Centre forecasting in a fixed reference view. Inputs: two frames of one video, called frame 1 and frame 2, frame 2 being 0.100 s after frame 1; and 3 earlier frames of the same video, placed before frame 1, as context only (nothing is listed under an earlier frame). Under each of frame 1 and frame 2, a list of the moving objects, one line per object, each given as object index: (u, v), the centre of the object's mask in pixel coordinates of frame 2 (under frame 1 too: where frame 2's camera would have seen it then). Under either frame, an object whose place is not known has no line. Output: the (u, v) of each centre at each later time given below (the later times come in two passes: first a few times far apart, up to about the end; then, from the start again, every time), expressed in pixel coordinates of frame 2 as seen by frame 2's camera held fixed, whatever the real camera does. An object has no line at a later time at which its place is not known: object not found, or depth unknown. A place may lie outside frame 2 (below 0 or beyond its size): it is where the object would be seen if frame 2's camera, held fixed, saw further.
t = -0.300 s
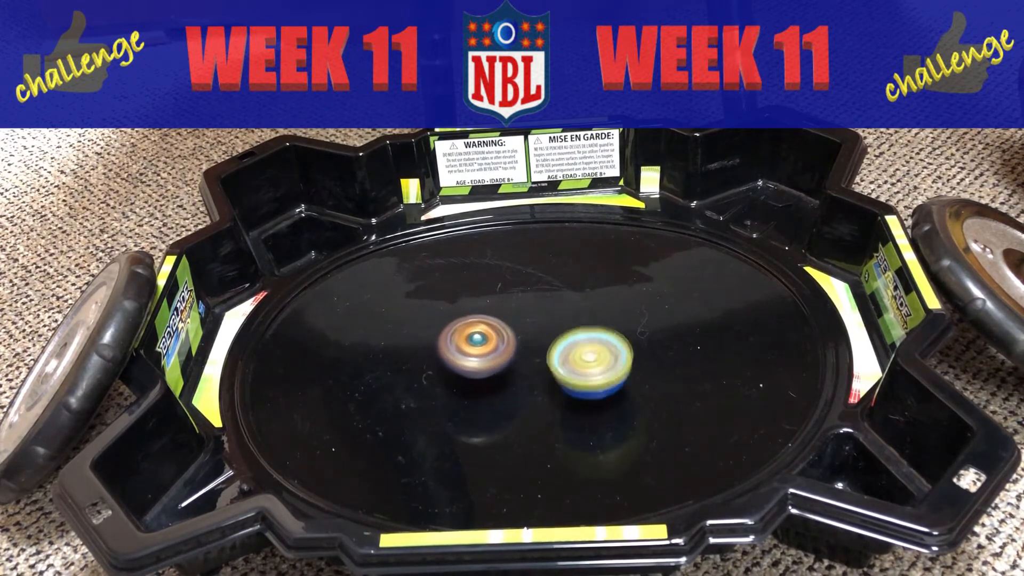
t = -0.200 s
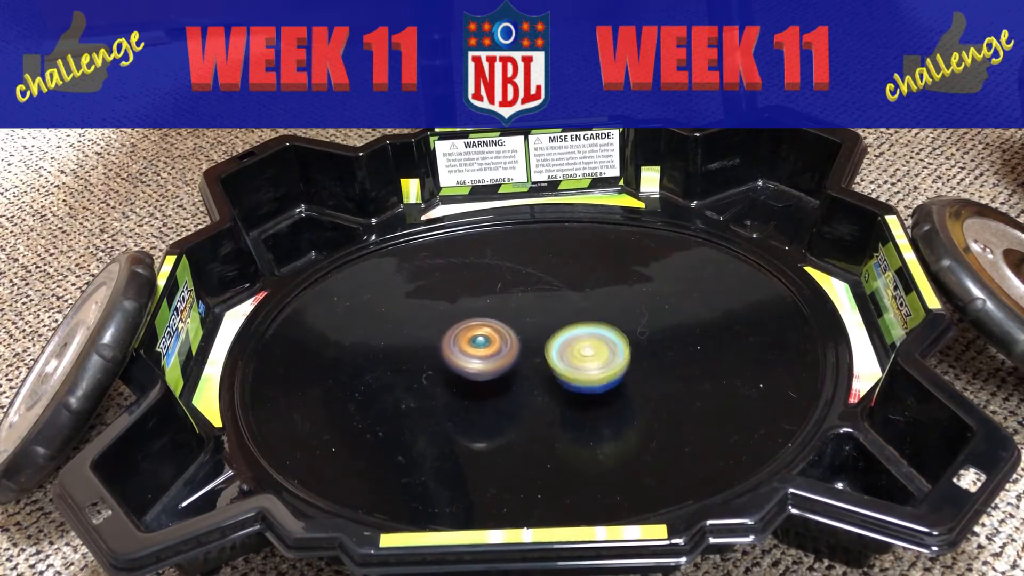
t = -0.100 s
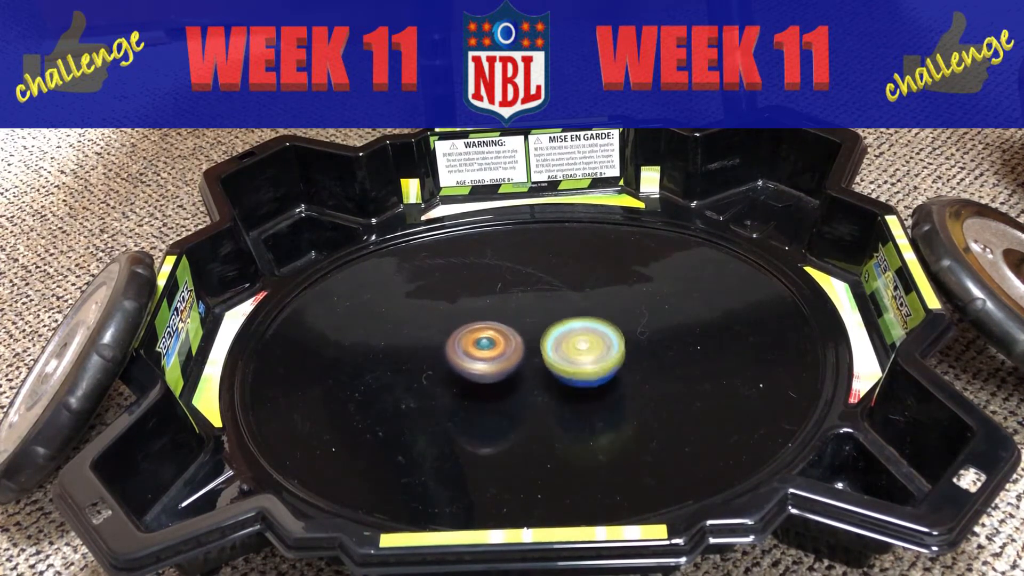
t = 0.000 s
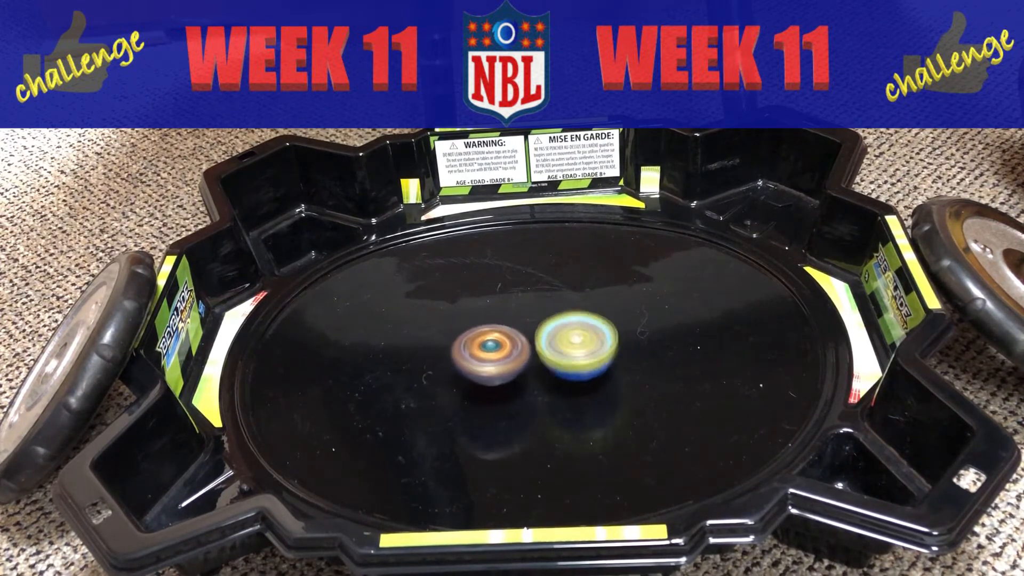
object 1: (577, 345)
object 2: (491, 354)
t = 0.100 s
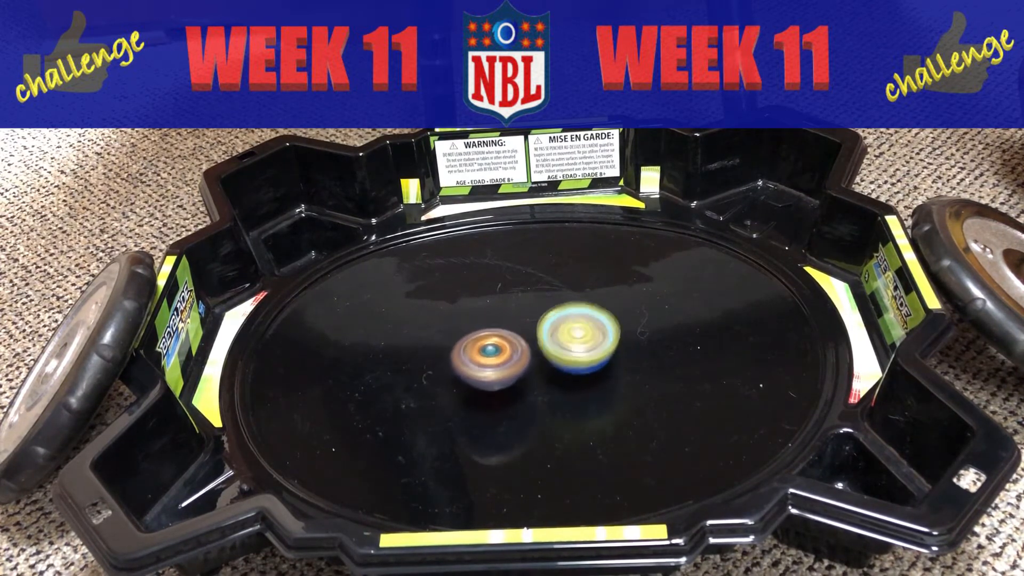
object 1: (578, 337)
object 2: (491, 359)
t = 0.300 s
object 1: (578, 327)
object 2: (504, 361)
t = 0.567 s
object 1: (586, 321)
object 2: (514, 362)
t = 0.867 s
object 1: (586, 328)
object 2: (515, 365)
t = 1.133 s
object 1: (582, 333)
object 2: (504, 371)
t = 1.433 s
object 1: (564, 335)
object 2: (489, 374)
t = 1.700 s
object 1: (574, 321)
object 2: (472, 380)
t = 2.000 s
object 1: (567, 327)
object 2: (480, 369)
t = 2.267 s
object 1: (566, 331)
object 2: (481, 354)
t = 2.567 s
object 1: (566, 336)
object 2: (483, 340)
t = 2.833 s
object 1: (600, 345)
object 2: (456, 342)
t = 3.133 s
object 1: (577, 354)
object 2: (467, 353)
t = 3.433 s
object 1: (574, 354)
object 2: (483, 345)
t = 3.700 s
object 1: (581, 343)
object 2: (490, 332)
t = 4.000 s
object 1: (582, 343)
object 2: (492, 327)
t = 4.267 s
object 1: (578, 350)
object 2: (496, 333)
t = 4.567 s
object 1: (581, 357)
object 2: (500, 344)
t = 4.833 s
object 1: (607, 367)
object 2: (486, 342)
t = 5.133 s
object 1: (593, 366)
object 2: (497, 344)
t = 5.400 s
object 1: (599, 345)
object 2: (488, 343)
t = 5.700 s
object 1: (617, 334)
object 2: (482, 346)
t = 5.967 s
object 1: (605, 344)
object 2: (494, 350)
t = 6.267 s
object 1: (587, 339)
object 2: (488, 345)
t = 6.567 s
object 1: (580, 327)
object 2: (483, 346)
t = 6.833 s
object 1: (572, 330)
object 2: (495, 352)
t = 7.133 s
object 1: (590, 335)
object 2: (490, 353)
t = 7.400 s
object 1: (587, 346)
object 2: (484, 354)
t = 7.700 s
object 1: (575, 346)
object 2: (485, 355)
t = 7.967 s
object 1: (573, 331)
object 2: (487, 349)
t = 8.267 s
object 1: (571, 329)
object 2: (489, 343)
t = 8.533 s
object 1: (573, 340)
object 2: (489, 345)
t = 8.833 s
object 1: (581, 354)
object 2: (487, 348)
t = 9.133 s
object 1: (578, 355)
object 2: (491, 345)
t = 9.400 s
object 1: (588, 347)
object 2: (484, 344)
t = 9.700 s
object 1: (593, 349)
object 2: (491, 347)
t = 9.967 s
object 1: (578, 344)
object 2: (496, 341)
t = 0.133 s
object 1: (578, 335)
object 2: (492, 359)
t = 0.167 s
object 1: (578, 333)
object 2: (494, 360)
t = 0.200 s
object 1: (578, 331)
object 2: (496, 361)
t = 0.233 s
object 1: (577, 330)
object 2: (499, 361)
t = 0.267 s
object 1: (578, 329)
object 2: (501, 361)
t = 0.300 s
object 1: (578, 327)
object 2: (504, 361)
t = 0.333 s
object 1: (579, 326)
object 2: (505, 362)
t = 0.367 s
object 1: (581, 325)
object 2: (506, 362)
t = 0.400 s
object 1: (583, 324)
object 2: (508, 362)
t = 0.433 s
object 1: (583, 323)
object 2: (510, 362)
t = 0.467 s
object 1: (582, 323)
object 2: (511, 362)
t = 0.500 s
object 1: (583, 323)
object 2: (513, 362)
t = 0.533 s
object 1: (583, 323)
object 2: (515, 361)
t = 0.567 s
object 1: (586, 321)
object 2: (514, 362)
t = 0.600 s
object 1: (589, 320)
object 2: (512, 364)
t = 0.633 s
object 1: (591, 320)
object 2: (512, 365)
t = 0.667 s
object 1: (591, 320)
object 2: (512, 365)
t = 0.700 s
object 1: (591, 321)
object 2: (512, 365)
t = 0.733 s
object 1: (591, 321)
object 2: (513, 365)
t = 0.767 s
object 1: (591, 323)
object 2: (513, 365)
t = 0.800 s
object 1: (589, 324)
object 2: (514, 365)
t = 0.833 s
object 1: (588, 326)
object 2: (514, 365)
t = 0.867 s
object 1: (586, 328)
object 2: (515, 365)
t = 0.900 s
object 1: (585, 329)
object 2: (514, 365)
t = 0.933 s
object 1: (588, 328)
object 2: (511, 368)
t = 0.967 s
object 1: (590, 328)
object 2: (510, 369)
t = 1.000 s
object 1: (590, 328)
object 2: (509, 370)
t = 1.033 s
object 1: (588, 330)
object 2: (508, 370)
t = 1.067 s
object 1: (586, 331)
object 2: (507, 371)
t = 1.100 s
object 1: (585, 332)
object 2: (506, 371)
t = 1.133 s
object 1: (582, 333)
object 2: (504, 371)
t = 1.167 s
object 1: (579, 334)
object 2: (503, 371)
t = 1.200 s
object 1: (576, 336)
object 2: (502, 371)
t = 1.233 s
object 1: (573, 337)
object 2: (501, 371)
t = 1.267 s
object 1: (573, 336)
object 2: (498, 372)
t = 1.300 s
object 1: (571, 337)
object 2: (496, 372)
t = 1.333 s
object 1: (569, 337)
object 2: (495, 372)
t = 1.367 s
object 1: (565, 337)
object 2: (494, 372)
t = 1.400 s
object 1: (562, 337)
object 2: (492, 372)
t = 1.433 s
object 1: (564, 335)
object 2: (489, 374)
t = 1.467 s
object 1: (570, 331)
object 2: (483, 377)
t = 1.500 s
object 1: (573, 328)
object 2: (481, 378)
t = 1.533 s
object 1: (573, 327)
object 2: (479, 378)
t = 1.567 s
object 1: (574, 326)
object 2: (477, 379)
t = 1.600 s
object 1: (573, 324)
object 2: (475, 379)
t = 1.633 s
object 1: (573, 323)
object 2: (474, 380)
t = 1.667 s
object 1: (574, 322)
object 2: (473, 380)
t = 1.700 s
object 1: (574, 321)
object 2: (472, 380)
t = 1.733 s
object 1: (574, 321)
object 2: (472, 379)
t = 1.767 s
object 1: (574, 321)
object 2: (473, 379)
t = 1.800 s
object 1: (574, 321)
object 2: (473, 378)
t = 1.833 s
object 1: (573, 321)
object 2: (474, 377)
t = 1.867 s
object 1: (572, 322)
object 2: (475, 376)
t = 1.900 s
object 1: (571, 323)
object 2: (476, 375)
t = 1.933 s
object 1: (571, 324)
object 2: (477, 373)
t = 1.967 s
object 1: (569, 326)
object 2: (479, 371)
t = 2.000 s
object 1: (567, 327)
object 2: (480, 369)
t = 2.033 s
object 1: (565, 329)
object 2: (482, 367)
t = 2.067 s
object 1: (563, 331)
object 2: (483, 365)
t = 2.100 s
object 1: (560, 333)
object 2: (484, 362)
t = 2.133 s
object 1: (560, 333)
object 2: (484, 361)
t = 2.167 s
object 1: (563, 332)
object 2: (483, 359)
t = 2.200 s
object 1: (563, 331)
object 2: (483, 357)
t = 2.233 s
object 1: (564, 331)
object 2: (483, 355)
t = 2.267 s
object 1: (566, 331)
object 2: (481, 354)
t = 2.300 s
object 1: (567, 331)
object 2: (481, 352)
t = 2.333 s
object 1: (567, 331)
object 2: (481, 351)
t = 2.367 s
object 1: (568, 331)
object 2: (481, 349)
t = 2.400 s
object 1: (569, 331)
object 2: (481, 347)
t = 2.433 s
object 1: (568, 332)
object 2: (481, 346)
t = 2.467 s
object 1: (568, 332)
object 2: (481, 344)
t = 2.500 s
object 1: (568, 333)
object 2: (482, 343)
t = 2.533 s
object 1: (568, 334)
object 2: (482, 341)
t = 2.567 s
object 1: (566, 336)
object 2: (483, 340)
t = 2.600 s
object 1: (566, 338)
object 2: (483, 339)
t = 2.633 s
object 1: (575, 339)
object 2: (476, 339)
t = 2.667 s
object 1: (586, 338)
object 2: (467, 340)
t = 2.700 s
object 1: (593, 339)
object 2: (462, 341)
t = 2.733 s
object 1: (597, 341)
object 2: (460, 341)
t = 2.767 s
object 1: (600, 342)
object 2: (459, 341)
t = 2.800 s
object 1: (600, 344)
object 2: (457, 341)
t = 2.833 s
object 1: (600, 345)
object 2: (456, 342)
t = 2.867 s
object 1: (600, 346)
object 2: (456, 343)
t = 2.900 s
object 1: (599, 348)
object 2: (455, 344)
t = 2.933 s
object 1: (596, 349)
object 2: (455, 346)
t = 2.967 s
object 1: (594, 350)
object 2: (456, 347)
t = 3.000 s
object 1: (591, 351)
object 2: (458, 349)
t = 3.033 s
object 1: (588, 352)
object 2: (459, 350)
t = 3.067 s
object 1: (584, 353)
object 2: (462, 351)
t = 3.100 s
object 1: (581, 353)
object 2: (465, 352)
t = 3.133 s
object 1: (577, 354)
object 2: (467, 353)
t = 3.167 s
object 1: (573, 354)
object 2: (470, 353)
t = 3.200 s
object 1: (569, 354)
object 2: (474, 353)
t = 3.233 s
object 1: (565, 354)
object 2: (477, 353)
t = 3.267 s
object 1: (562, 353)
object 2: (479, 352)
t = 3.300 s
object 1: (565, 354)
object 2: (480, 350)
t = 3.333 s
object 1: (565, 355)
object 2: (482, 349)
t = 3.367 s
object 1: (566, 355)
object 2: (484, 347)
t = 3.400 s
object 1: (571, 355)
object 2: (482, 346)
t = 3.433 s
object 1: (574, 354)
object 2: (483, 345)
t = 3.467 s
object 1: (576, 354)
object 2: (484, 343)
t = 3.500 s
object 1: (577, 352)
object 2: (485, 341)
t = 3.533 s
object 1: (578, 351)
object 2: (486, 339)
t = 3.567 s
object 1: (578, 349)
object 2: (487, 338)
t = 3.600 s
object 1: (579, 347)
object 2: (488, 336)
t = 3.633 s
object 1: (579, 346)
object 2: (489, 335)
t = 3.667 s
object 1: (580, 345)
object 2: (490, 333)
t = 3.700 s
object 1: (581, 343)
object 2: (490, 332)
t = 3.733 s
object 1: (581, 342)
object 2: (491, 331)
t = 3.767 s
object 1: (581, 342)
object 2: (492, 330)
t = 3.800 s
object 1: (580, 341)
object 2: (493, 329)
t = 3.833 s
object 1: (579, 341)
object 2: (493, 328)
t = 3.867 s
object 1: (578, 341)
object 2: (494, 327)
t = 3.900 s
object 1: (577, 341)
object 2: (495, 327)
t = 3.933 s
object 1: (575, 341)
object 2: (496, 326)
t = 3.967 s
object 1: (577, 341)
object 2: (495, 326)
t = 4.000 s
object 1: (582, 343)
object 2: (492, 327)
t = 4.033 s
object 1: (583, 344)
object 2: (491, 327)
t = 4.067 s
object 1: (583, 345)
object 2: (491, 328)
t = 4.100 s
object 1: (584, 346)
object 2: (491, 328)
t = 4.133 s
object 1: (583, 347)
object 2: (491, 329)
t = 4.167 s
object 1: (582, 347)
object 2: (492, 330)
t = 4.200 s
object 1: (581, 348)
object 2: (493, 331)
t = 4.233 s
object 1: (579, 349)
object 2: (494, 332)
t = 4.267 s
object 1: (578, 350)
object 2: (496, 333)
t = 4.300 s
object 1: (576, 350)
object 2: (497, 335)
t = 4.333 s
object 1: (580, 352)
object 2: (494, 336)
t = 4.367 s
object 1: (583, 353)
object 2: (492, 337)
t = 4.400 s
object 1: (584, 354)
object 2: (493, 338)
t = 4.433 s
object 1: (583, 355)
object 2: (495, 339)
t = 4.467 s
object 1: (584, 356)
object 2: (496, 340)
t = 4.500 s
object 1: (583, 356)
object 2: (498, 342)
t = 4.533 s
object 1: (582, 357)
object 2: (499, 343)
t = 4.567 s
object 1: (581, 357)
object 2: (500, 344)
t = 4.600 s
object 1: (581, 358)
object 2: (499, 345)
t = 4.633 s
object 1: (584, 360)
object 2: (496, 345)
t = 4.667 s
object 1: (593, 362)
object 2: (489, 343)
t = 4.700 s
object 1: (600, 363)
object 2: (485, 343)
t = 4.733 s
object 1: (602, 365)
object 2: (485, 343)
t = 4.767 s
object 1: (604, 366)
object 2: (485, 342)
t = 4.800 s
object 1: (605, 366)
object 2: (486, 342)
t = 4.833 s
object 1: (607, 367)
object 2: (486, 342)
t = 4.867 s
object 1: (607, 368)
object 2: (487, 342)
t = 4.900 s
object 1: (607, 369)
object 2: (488, 342)
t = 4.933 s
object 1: (607, 369)
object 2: (489, 342)
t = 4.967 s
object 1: (605, 370)
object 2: (490, 342)
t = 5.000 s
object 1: (603, 370)
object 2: (492, 342)
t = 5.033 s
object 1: (601, 369)
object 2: (493, 343)
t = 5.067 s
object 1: (598, 368)
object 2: (494, 343)
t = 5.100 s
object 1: (596, 367)
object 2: (496, 344)
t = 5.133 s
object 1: (593, 366)
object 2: (497, 344)
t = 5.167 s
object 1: (591, 364)
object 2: (498, 344)
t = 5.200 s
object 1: (589, 361)
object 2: (499, 344)
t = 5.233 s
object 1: (586, 359)
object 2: (501, 344)
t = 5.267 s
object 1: (584, 357)
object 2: (502, 344)
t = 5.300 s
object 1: (583, 354)
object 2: (503, 344)
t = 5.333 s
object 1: (583, 351)
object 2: (502, 343)
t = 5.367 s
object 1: (593, 348)
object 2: (494, 343)
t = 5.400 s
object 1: (599, 345)
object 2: (488, 343)
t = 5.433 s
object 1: (601, 343)
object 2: (485, 343)
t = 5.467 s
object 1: (603, 340)
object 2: (485, 343)
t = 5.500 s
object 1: (605, 338)
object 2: (484, 343)
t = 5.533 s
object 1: (608, 336)
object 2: (482, 343)
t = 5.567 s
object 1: (610, 335)
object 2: (482, 343)
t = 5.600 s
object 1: (612, 334)
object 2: (481, 344)
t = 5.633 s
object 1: (614, 333)
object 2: (481, 344)
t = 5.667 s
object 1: (615, 334)
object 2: (481, 345)
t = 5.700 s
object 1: (617, 334)
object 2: (482, 346)
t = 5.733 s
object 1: (617, 335)
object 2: (483, 347)
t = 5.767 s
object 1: (618, 336)
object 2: (484, 348)
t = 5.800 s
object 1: (617, 337)
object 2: (485, 349)
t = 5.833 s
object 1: (616, 339)
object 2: (487, 349)
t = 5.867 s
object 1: (614, 340)
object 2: (489, 350)
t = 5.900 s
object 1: (612, 342)
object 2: (491, 350)
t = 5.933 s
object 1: (609, 343)
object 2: (492, 350)
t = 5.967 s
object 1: (605, 344)
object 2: (494, 350)
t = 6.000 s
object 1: (602, 345)
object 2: (496, 350)
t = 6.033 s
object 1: (598, 345)
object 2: (498, 350)
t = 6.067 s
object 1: (594, 346)
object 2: (499, 349)
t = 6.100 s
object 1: (589, 345)
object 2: (501, 348)
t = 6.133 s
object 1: (585, 344)
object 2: (502, 346)
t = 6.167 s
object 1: (582, 343)
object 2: (501, 345)
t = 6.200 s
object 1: (585, 341)
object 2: (496, 345)
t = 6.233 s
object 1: (588, 340)
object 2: (490, 345)
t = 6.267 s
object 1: (587, 339)
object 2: (488, 345)
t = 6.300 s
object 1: (586, 339)
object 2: (488, 344)
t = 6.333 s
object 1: (584, 337)
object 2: (487, 343)
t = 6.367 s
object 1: (583, 335)
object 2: (485, 343)
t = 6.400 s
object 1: (582, 333)
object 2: (484, 343)
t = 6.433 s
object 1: (582, 331)
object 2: (483, 343)
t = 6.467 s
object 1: (582, 330)
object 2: (483, 343)
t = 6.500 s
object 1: (582, 329)
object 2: (482, 344)
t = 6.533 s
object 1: (581, 328)
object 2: (482, 345)
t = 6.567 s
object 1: (580, 327)
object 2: (483, 346)
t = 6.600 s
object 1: (580, 327)
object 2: (484, 347)
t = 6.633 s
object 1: (579, 327)
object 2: (485, 348)
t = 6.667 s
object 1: (578, 327)
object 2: (486, 349)
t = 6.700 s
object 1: (577, 328)
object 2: (488, 350)
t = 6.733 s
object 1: (576, 328)
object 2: (490, 351)
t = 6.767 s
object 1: (574, 329)
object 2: (492, 351)
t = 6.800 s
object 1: (572, 330)
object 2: (494, 352)
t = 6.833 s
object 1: (572, 330)
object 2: (495, 352)
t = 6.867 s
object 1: (575, 330)
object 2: (494, 353)
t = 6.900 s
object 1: (577, 331)
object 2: (495, 353)
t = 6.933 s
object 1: (577, 331)
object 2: (496, 353)
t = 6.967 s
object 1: (578, 331)
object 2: (497, 352)
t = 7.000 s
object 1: (578, 331)
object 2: (498, 352)
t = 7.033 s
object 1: (579, 332)
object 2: (497, 351)
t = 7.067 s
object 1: (581, 333)
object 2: (498, 351)
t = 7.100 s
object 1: (586, 333)
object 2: (493, 352)
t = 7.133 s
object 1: (590, 335)
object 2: (490, 353)
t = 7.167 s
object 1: (590, 336)
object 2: (489, 353)
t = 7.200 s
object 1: (591, 337)
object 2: (488, 352)
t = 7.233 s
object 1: (592, 338)
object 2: (487, 352)
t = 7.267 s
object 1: (592, 339)
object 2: (486, 352)
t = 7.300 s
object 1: (592, 341)
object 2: (485, 352)
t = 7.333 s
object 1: (591, 343)
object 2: (484, 353)
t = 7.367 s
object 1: (590, 344)
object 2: (484, 353)
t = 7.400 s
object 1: (587, 346)
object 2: (484, 354)
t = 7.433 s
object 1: (586, 347)
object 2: (484, 354)
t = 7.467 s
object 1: (583, 348)
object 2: (485, 355)
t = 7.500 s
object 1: (580, 349)
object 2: (485, 355)
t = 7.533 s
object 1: (576, 349)
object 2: (486, 355)
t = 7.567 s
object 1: (573, 349)
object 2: (488, 356)
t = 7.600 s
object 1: (570, 348)
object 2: (488, 356)
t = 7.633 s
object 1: (574, 347)
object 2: (485, 356)
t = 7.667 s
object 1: (576, 347)
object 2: (484, 356)
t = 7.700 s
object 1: (575, 346)
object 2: (485, 355)
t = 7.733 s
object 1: (575, 344)
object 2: (486, 354)
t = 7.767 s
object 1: (574, 342)
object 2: (486, 353)
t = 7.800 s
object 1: (574, 340)
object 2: (486, 353)
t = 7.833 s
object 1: (573, 338)
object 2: (487, 352)
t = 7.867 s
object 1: (573, 336)
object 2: (487, 351)
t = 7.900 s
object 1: (573, 335)
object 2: (487, 351)
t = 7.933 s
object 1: (573, 333)
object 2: (487, 350)
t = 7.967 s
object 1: (573, 331)
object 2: (487, 349)
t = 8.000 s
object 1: (573, 330)
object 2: (488, 348)
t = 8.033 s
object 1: (573, 328)
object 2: (488, 348)
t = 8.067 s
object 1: (572, 328)
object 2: (487, 347)
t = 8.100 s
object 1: (573, 327)
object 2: (488, 346)
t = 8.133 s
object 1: (573, 327)
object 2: (487, 345)
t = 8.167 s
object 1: (573, 327)
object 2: (488, 345)
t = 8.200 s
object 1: (572, 328)
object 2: (488, 344)
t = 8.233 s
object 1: (572, 328)
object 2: (488, 343)
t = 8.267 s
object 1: (571, 329)
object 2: (489, 343)
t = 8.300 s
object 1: (571, 330)
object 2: (489, 342)
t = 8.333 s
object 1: (573, 331)
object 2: (487, 343)
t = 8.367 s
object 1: (572, 333)
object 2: (488, 344)
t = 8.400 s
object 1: (573, 334)
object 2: (488, 343)
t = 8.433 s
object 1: (573, 336)
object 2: (488, 344)
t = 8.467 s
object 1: (573, 337)
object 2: (489, 344)
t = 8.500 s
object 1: (573, 339)
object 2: (489, 345)
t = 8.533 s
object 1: (573, 340)
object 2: (489, 345)
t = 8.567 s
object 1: (574, 342)
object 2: (488, 346)
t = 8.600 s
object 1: (578, 344)
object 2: (486, 346)
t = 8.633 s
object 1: (578, 347)
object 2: (487, 347)
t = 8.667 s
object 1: (578, 348)
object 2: (488, 347)
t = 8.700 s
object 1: (577, 350)
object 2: (488, 347)
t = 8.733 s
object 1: (577, 351)
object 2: (489, 348)
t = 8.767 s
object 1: (576, 352)
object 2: (490, 348)
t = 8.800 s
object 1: (576, 353)
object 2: (491, 348)
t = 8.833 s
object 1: (581, 354)
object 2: (487, 348)
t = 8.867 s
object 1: (586, 355)
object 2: (486, 348)
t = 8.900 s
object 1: (587, 355)
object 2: (487, 349)
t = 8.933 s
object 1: (588, 356)
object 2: (489, 347)
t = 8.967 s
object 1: (586, 357)
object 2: (489, 347)
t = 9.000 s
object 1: (585, 357)
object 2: (488, 347)
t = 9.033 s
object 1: (583, 357)
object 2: (489, 347)
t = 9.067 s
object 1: (581, 356)
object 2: (490, 346)
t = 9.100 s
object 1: (580, 356)
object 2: (491, 346)
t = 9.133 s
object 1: (578, 355)
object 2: (491, 345)
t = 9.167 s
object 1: (577, 354)
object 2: (491, 345)
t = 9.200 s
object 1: (575, 352)
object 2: (492, 344)
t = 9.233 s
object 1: (575, 351)
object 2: (492, 344)
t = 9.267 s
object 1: (578, 351)
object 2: (489, 343)
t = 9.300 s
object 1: (583, 348)
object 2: (484, 344)
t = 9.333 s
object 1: (588, 348)
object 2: (482, 345)
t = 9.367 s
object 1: (588, 348)
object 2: (483, 345)
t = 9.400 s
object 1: (588, 347)
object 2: (484, 344)
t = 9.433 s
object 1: (590, 345)
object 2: (484, 343)
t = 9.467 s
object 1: (591, 345)
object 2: (483, 344)
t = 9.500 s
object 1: (593, 345)
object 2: (484, 345)
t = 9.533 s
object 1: (594, 345)
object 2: (485, 345)
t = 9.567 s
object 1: (595, 346)
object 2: (486, 346)
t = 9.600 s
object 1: (595, 346)
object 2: (487, 346)
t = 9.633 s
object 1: (595, 347)
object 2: (488, 346)
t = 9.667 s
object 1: (594, 348)
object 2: (489, 347)
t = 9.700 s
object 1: (593, 349)
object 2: (491, 347)
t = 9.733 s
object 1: (592, 349)
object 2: (492, 347)
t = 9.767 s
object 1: (590, 349)
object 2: (493, 346)
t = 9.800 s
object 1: (588, 349)
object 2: (494, 346)
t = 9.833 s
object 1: (586, 348)
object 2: (495, 345)
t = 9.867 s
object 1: (584, 348)
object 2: (496, 344)
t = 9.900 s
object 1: (582, 347)
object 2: (496, 343)
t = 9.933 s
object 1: (580, 346)
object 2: (496, 342)
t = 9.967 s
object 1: (578, 344)
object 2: (496, 341)
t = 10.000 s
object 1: (577, 342)
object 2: (496, 339)
